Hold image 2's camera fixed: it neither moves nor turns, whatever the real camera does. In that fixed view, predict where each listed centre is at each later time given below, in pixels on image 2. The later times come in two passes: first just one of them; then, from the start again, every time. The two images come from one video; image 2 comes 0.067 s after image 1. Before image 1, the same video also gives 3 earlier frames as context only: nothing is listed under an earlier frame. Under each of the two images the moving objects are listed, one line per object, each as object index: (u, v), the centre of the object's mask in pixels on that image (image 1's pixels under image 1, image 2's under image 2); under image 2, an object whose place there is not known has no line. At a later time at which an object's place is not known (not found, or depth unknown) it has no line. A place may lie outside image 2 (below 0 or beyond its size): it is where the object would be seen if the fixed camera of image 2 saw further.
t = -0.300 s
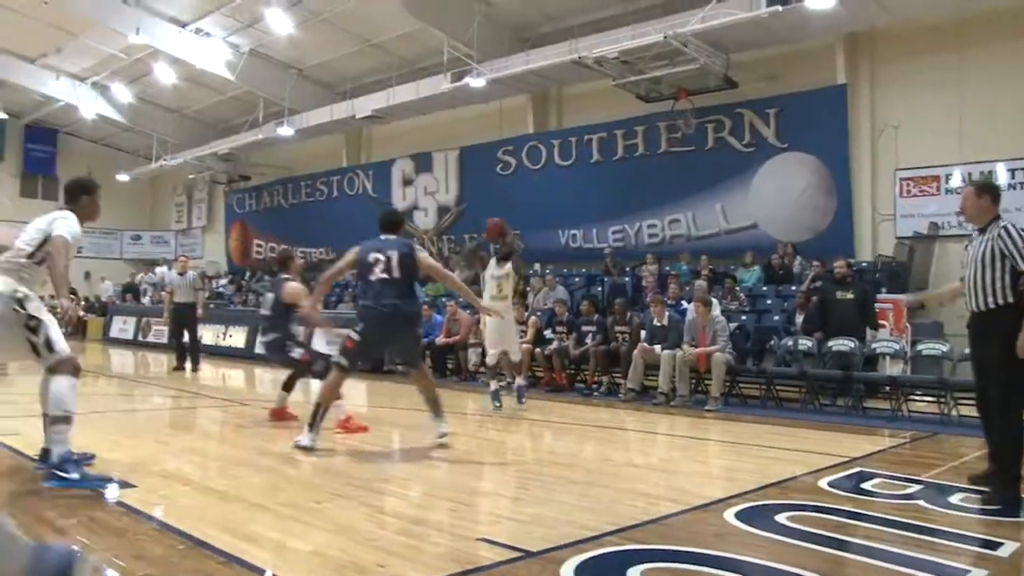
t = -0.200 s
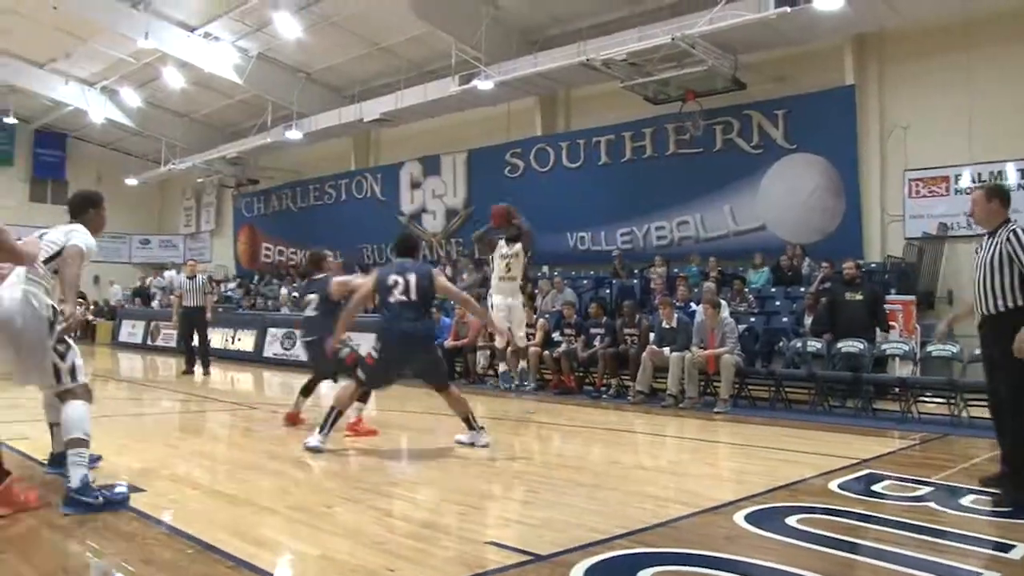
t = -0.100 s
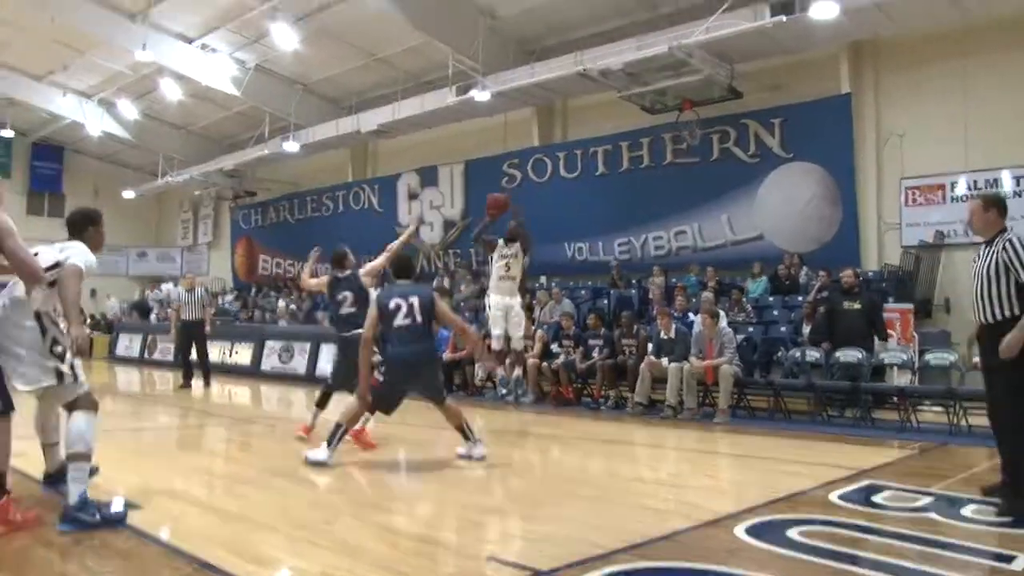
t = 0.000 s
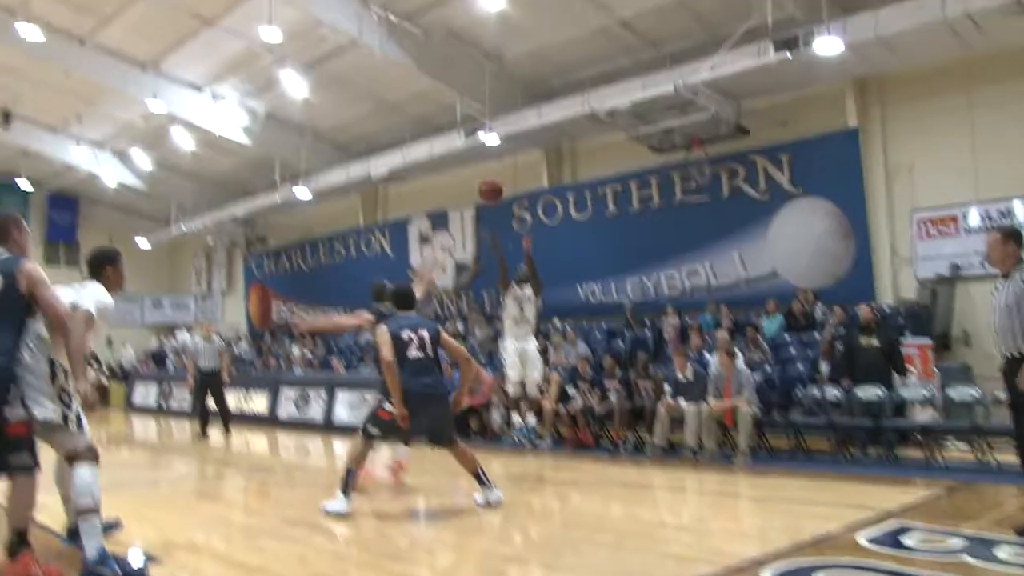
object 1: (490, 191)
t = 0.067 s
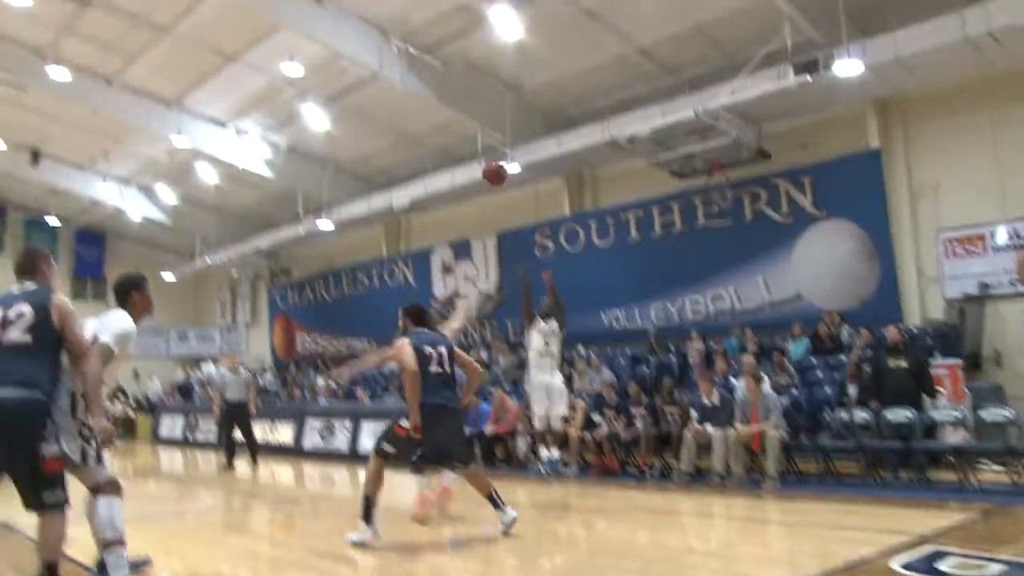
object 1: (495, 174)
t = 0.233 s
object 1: (446, 65)
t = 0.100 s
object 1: (486, 151)
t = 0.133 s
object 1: (477, 128)
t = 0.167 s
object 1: (466, 106)
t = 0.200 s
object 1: (456, 86)
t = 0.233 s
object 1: (446, 65)
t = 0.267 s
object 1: (435, 48)
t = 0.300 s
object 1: (423, 27)
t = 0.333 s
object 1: (412, 8)
